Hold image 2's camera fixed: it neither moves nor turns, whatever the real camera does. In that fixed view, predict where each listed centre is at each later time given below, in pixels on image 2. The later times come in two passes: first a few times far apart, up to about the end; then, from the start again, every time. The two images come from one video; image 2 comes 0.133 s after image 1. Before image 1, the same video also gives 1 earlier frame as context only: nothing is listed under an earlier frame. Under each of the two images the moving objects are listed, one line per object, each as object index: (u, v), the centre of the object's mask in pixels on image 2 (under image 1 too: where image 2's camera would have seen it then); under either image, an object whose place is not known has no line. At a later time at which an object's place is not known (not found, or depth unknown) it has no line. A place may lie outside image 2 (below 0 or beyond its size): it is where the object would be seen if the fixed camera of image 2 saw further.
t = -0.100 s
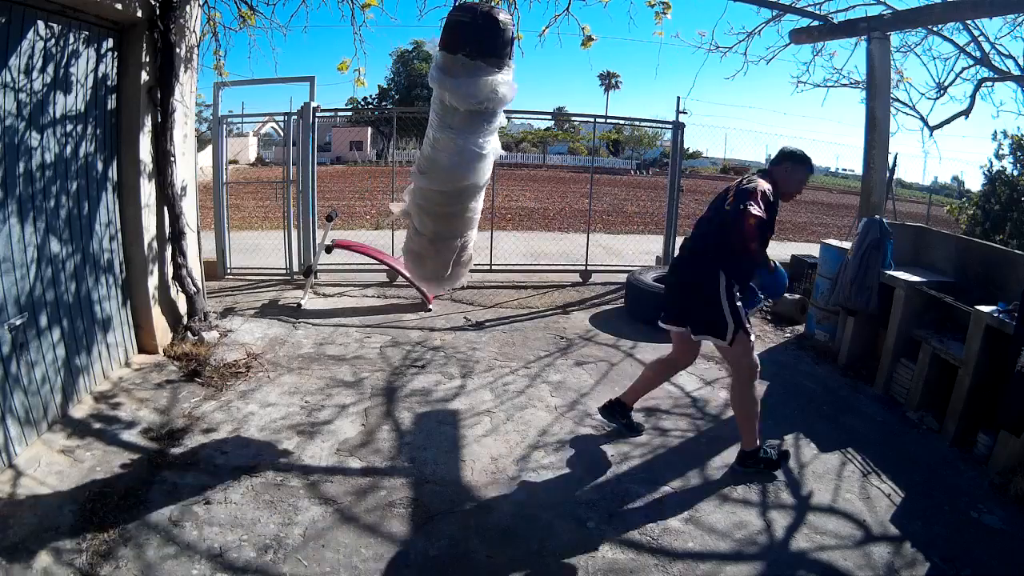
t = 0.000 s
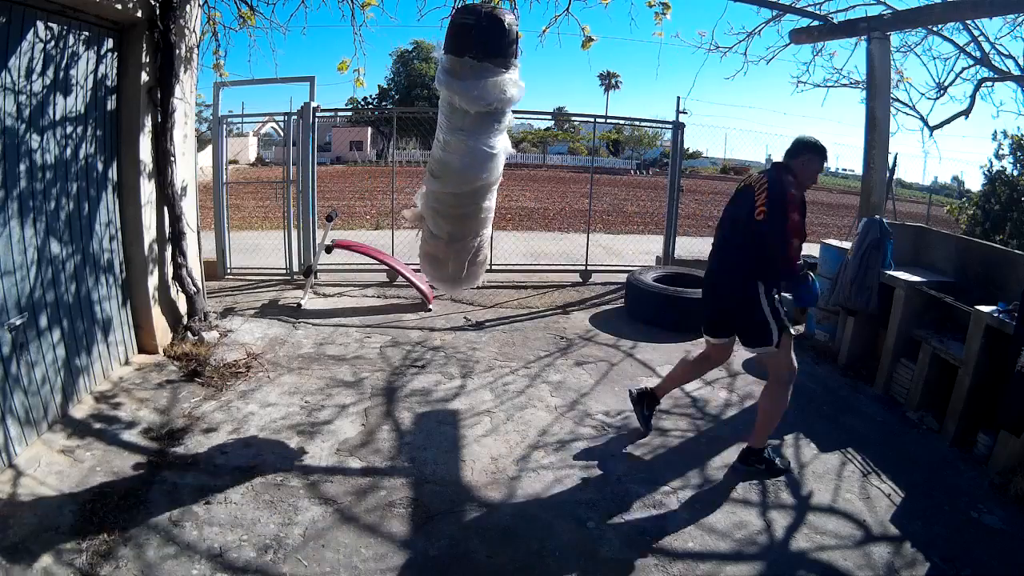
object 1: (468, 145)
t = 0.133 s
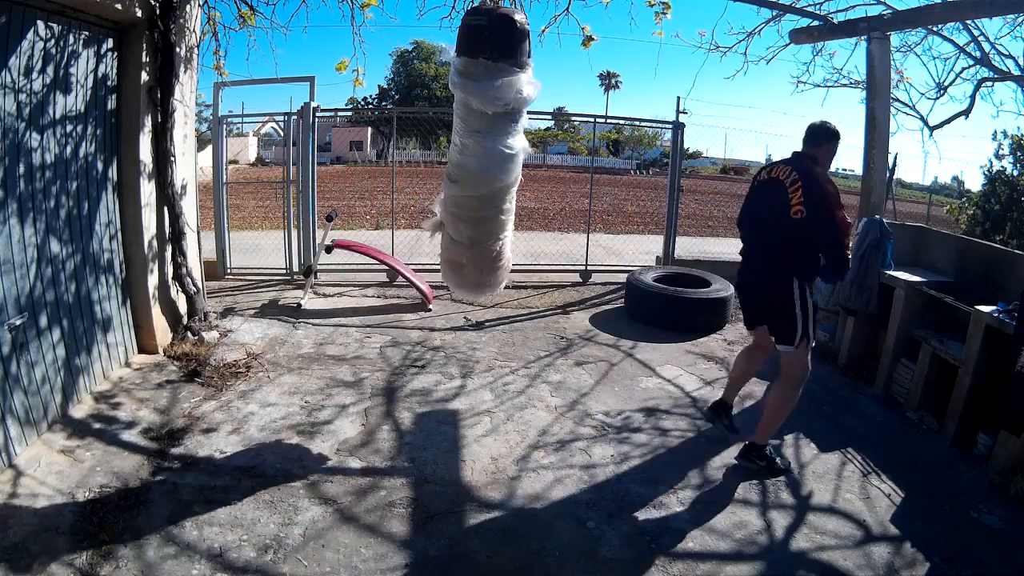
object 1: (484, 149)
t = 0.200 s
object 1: (494, 152)
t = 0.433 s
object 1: (527, 164)
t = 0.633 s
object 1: (553, 173)
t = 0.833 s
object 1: (568, 179)
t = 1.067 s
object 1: (563, 185)
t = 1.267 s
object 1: (537, 189)
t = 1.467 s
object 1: (501, 185)
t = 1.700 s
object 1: (468, 173)
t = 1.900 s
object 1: (454, 159)
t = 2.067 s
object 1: (452, 149)
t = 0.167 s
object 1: (489, 151)
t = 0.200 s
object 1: (494, 152)
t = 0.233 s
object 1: (498, 153)
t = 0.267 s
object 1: (503, 155)
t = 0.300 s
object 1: (508, 156)
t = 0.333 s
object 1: (513, 158)
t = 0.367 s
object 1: (518, 160)
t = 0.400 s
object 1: (523, 163)
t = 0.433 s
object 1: (527, 164)
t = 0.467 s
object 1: (532, 166)
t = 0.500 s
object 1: (536, 167)
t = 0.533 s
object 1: (541, 169)
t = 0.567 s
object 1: (545, 170)
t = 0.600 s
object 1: (549, 171)
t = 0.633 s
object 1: (553, 173)
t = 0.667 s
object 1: (556, 173)
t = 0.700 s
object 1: (559, 175)
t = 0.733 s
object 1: (562, 176)
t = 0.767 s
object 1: (564, 177)
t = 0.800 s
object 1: (567, 178)
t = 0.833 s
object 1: (568, 179)
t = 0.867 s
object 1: (569, 181)
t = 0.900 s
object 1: (569, 182)
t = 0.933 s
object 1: (569, 183)
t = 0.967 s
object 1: (568, 183)
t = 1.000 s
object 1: (567, 184)
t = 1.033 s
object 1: (565, 184)
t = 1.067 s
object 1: (563, 185)
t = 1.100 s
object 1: (560, 186)
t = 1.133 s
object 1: (557, 188)
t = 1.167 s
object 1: (552, 188)
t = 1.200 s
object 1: (548, 188)
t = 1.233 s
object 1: (542, 188)
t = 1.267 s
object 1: (537, 189)
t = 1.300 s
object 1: (531, 188)
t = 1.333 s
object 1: (525, 189)
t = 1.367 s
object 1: (519, 188)
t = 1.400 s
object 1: (513, 188)
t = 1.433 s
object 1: (507, 187)
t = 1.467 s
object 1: (501, 185)
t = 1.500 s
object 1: (495, 183)
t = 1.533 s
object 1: (490, 182)
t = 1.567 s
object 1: (485, 180)
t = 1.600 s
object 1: (480, 179)
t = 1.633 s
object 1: (476, 177)
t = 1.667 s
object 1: (472, 175)
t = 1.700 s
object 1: (468, 173)
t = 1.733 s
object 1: (465, 170)
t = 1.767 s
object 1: (463, 168)
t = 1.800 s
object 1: (460, 165)
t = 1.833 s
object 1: (458, 163)
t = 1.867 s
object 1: (456, 161)
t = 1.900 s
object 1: (454, 159)
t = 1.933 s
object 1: (453, 157)
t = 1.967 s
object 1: (453, 154)
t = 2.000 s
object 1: (452, 152)
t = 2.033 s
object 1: (452, 151)
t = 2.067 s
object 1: (452, 149)
